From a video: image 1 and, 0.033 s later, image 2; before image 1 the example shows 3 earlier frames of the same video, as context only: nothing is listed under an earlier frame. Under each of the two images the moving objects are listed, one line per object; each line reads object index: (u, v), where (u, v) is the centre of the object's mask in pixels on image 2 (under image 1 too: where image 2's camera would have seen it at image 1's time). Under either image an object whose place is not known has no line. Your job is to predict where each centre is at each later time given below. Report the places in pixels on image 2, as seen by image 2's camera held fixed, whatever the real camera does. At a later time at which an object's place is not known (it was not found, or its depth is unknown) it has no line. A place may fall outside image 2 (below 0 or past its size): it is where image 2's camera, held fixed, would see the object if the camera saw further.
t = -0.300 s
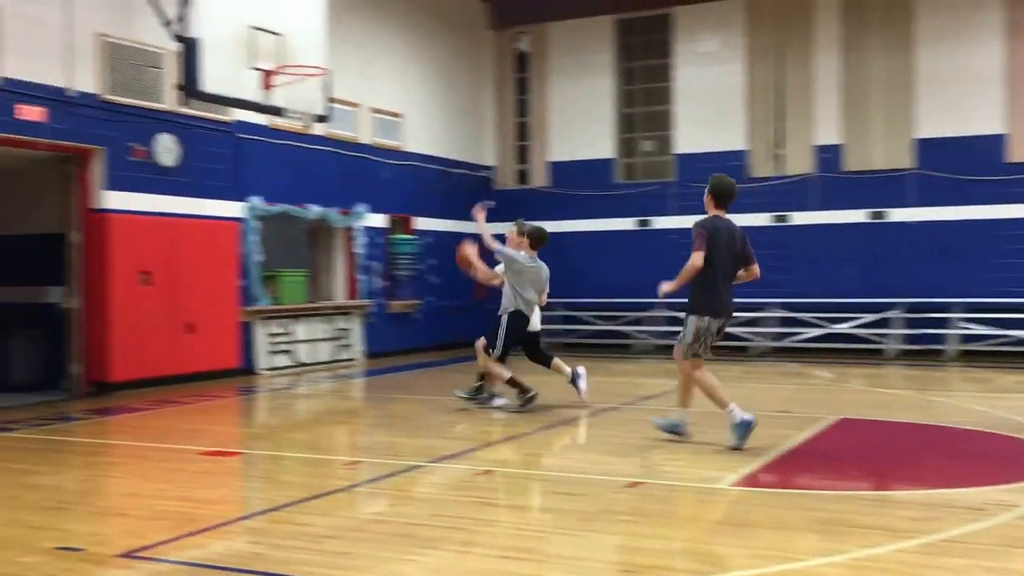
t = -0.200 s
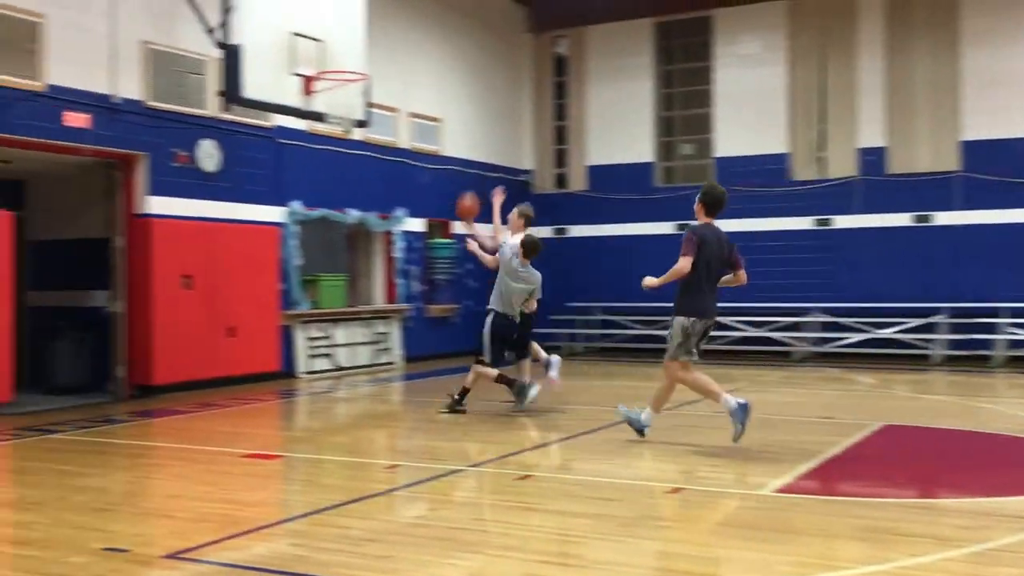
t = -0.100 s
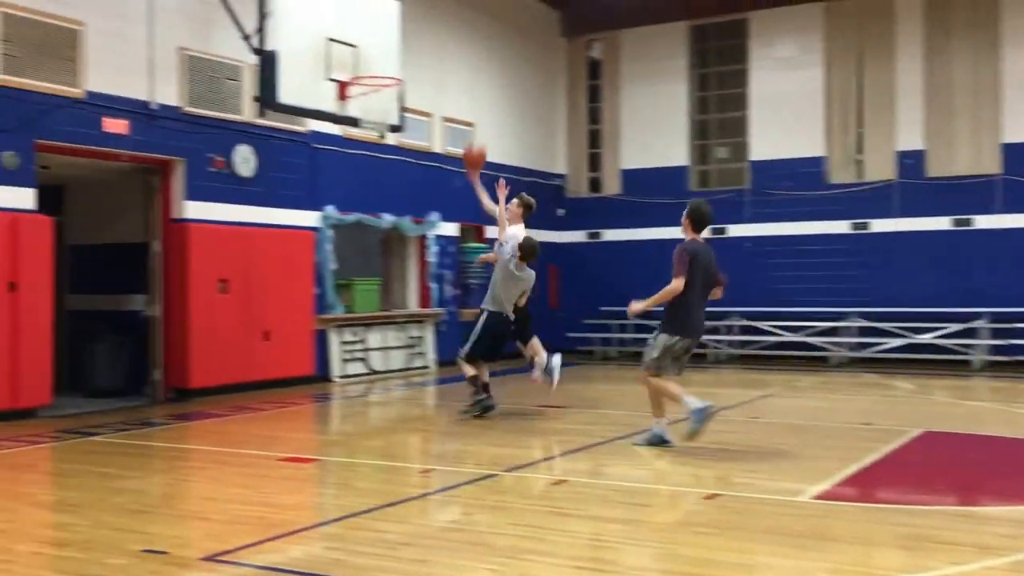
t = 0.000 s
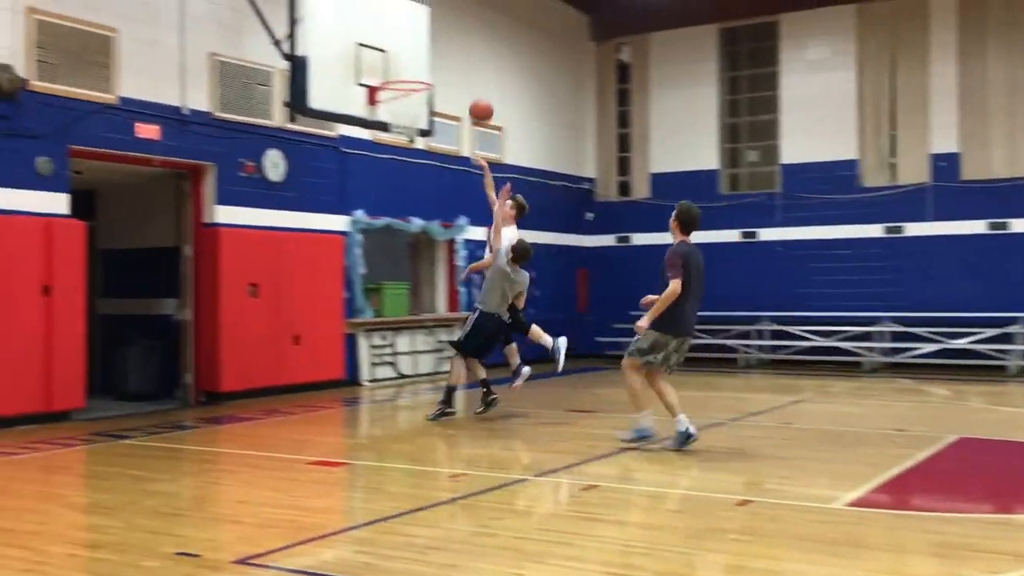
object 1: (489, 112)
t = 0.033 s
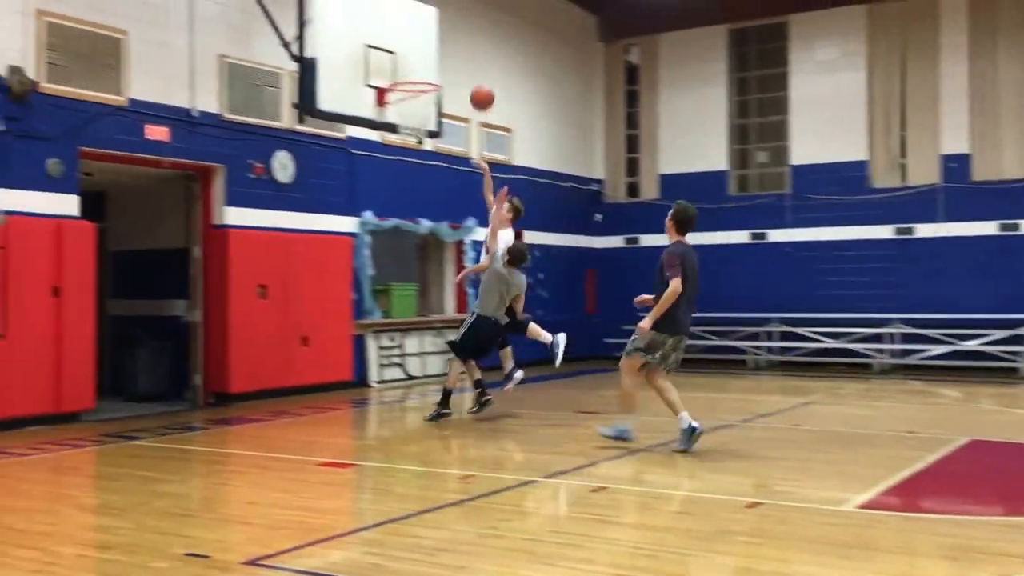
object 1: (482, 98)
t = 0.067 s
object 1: (474, 85)
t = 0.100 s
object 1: (466, 73)
